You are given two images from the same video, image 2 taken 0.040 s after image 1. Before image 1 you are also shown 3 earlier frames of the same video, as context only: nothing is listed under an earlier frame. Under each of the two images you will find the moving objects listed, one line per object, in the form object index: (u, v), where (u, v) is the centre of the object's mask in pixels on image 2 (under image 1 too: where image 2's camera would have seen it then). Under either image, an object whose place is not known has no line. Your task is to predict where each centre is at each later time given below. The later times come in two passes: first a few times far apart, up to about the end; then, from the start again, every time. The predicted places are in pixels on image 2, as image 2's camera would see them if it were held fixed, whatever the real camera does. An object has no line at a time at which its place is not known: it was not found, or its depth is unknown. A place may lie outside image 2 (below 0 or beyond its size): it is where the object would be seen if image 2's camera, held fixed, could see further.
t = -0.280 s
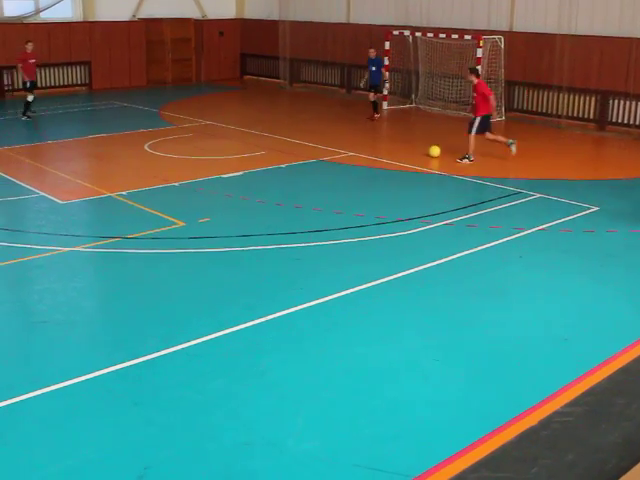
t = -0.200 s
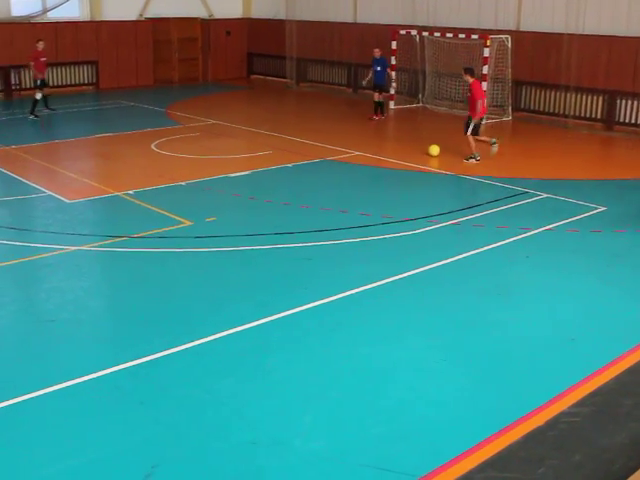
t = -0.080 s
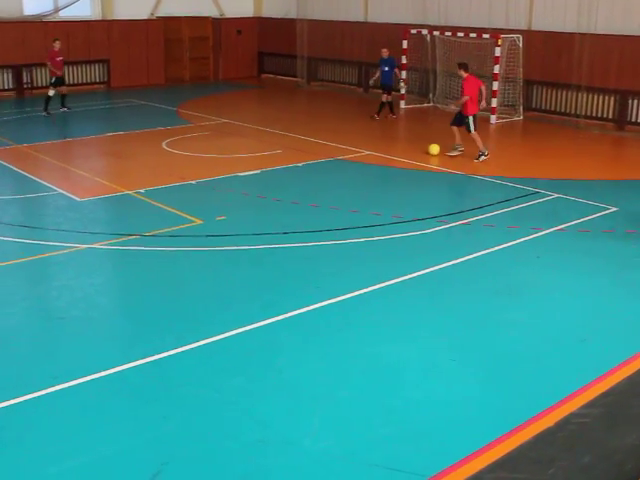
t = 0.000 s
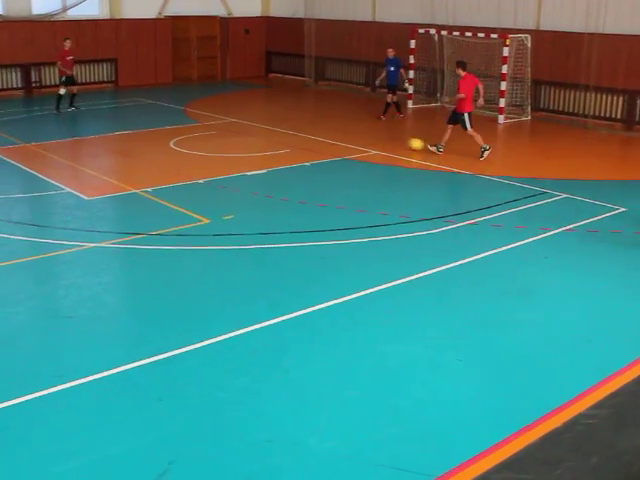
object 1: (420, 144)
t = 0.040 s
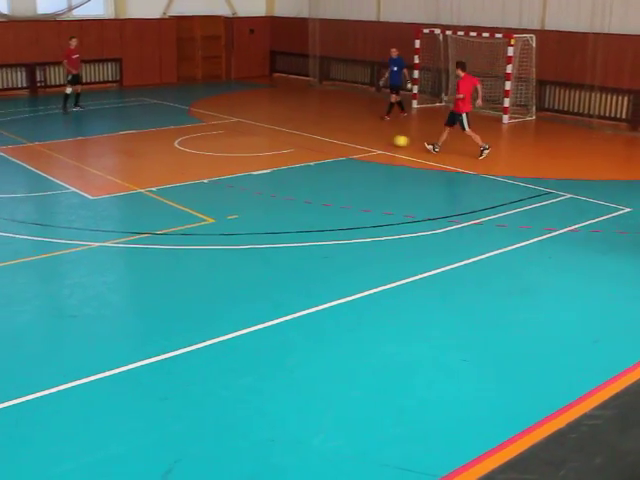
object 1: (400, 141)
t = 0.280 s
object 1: (307, 128)
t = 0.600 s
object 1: (228, 119)
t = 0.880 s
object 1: (177, 112)
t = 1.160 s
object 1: (134, 106)
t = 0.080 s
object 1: (382, 139)
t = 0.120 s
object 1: (364, 137)
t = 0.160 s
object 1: (349, 135)
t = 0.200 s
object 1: (335, 132)
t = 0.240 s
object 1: (321, 130)
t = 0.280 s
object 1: (307, 128)
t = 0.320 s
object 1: (295, 128)
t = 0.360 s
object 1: (284, 125)
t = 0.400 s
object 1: (274, 123)
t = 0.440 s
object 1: (264, 121)
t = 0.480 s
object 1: (254, 121)
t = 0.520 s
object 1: (245, 121)
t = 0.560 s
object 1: (236, 120)
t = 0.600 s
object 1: (228, 119)
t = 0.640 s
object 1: (220, 118)
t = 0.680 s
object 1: (212, 117)
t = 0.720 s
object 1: (205, 116)
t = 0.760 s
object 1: (197, 114)
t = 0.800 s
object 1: (191, 114)
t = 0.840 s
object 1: (184, 113)
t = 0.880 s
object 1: (177, 112)
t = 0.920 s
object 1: (170, 111)
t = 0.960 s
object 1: (164, 111)
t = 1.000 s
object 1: (157, 109)
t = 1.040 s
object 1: (152, 109)
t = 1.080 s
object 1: (146, 108)
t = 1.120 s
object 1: (140, 106)
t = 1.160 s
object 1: (134, 106)
